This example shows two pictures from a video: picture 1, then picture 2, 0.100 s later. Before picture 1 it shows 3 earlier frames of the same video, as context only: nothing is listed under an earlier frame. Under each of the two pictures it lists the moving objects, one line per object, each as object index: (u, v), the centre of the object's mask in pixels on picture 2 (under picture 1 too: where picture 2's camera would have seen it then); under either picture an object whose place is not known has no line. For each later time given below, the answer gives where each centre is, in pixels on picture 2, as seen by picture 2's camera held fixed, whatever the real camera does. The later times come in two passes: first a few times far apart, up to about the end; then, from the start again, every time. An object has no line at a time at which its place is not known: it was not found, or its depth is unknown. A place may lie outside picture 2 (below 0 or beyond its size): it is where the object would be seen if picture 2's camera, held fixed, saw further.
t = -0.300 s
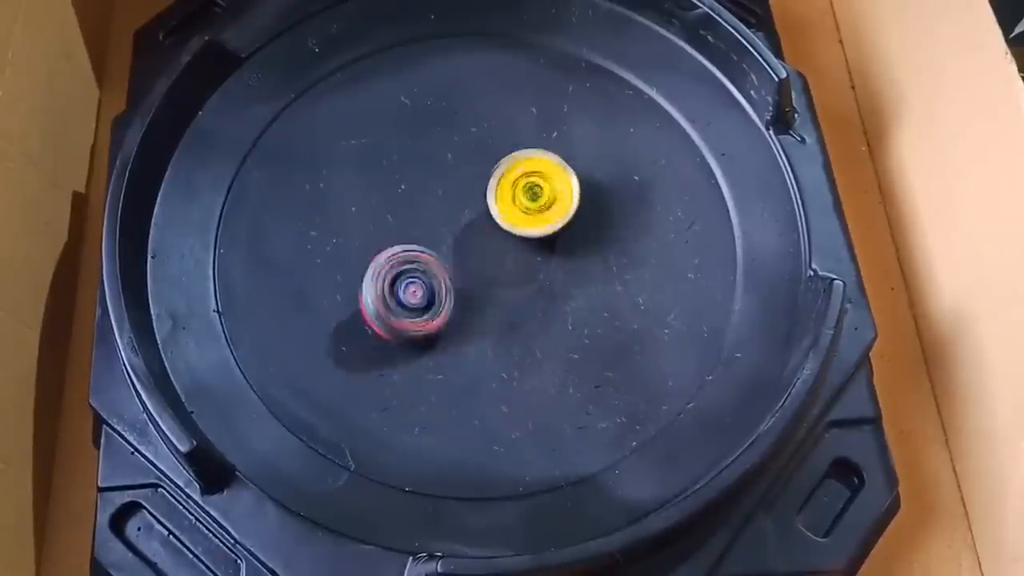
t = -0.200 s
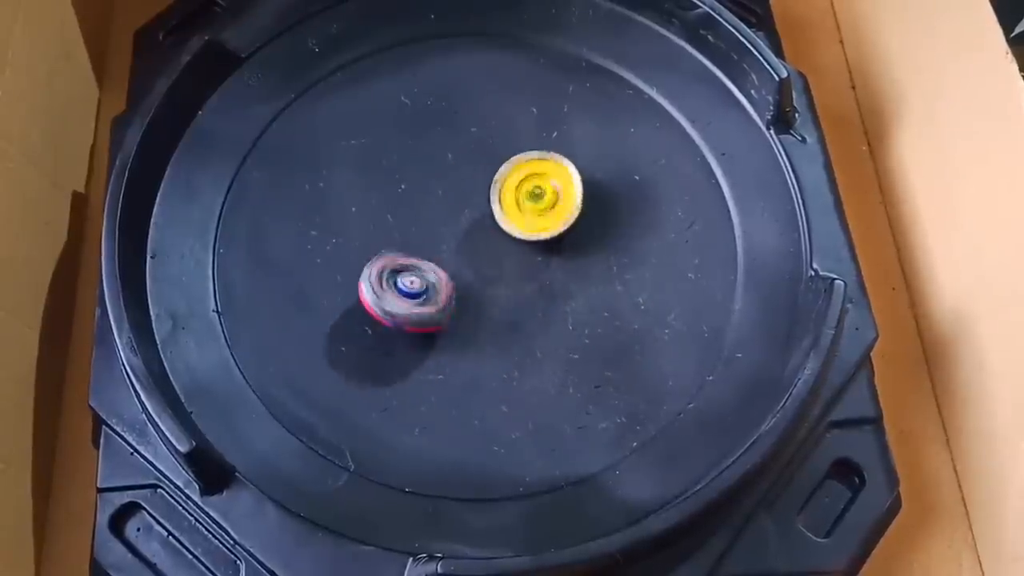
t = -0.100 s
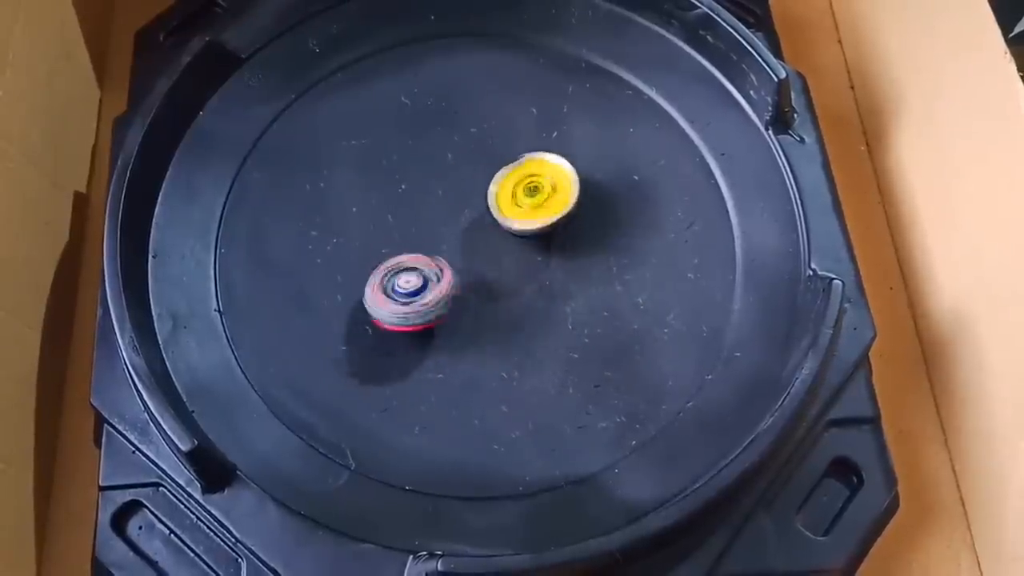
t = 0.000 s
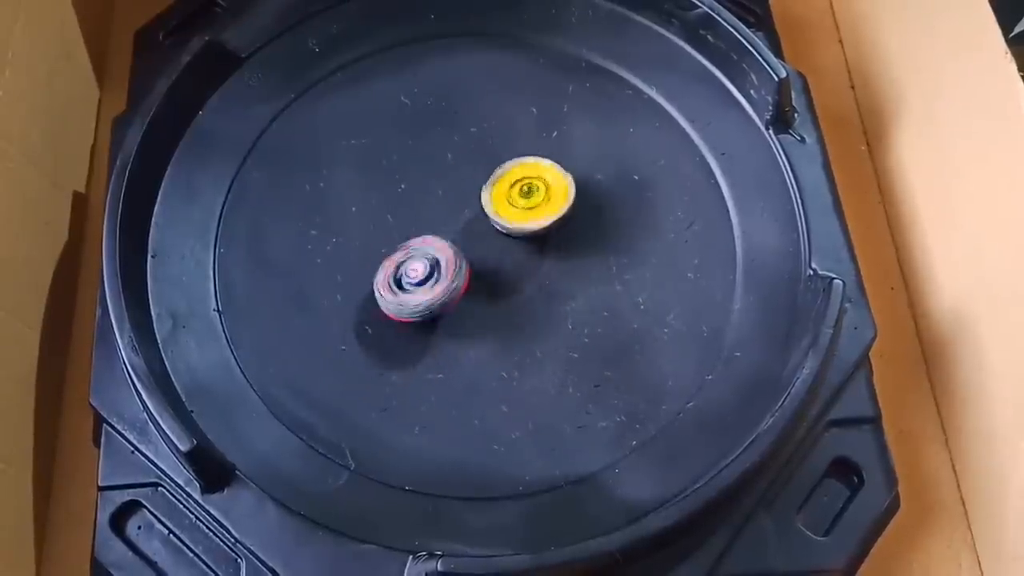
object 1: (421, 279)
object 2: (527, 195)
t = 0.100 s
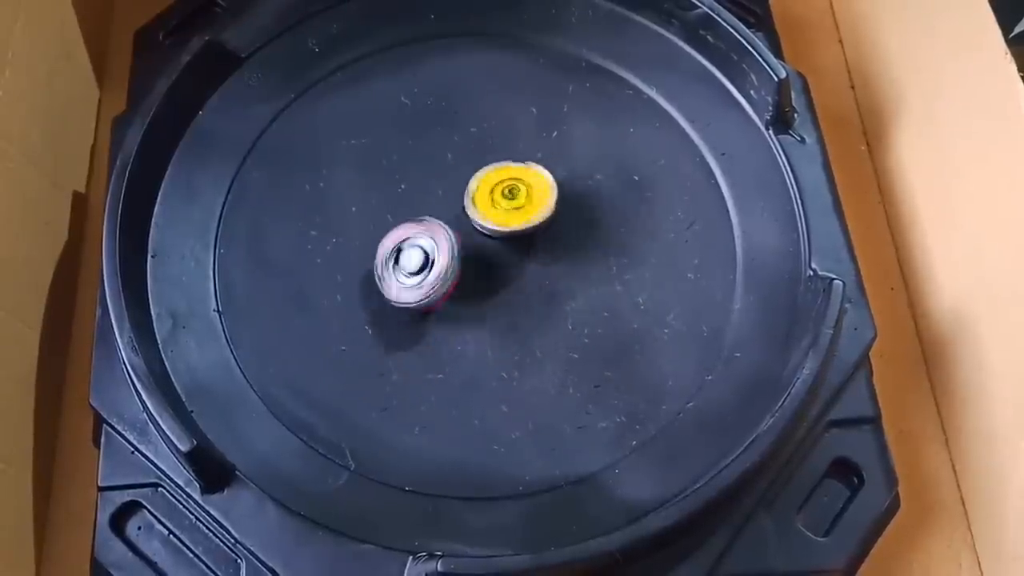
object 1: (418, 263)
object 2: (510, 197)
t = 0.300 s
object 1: (392, 246)
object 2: (473, 189)
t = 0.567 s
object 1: (372, 263)
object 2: (466, 182)
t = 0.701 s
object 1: (397, 271)
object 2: (465, 187)
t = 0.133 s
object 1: (415, 258)
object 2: (504, 196)
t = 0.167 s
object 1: (413, 253)
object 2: (496, 197)
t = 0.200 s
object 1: (409, 248)
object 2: (488, 195)
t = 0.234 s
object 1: (405, 246)
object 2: (482, 192)
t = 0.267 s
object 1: (401, 244)
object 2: (476, 191)
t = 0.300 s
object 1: (392, 246)
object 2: (473, 189)
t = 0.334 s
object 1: (383, 247)
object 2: (471, 185)
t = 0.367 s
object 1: (376, 248)
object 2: (468, 182)
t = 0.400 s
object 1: (371, 252)
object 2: (468, 180)
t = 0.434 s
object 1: (368, 254)
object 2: (470, 179)
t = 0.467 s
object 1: (367, 255)
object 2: (471, 180)
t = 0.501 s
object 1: (367, 259)
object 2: (470, 182)
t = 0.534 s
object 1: (369, 262)
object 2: (467, 182)
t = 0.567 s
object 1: (372, 263)
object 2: (466, 182)
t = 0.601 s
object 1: (375, 266)
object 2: (466, 182)
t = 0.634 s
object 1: (381, 268)
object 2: (466, 182)
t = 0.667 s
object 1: (387, 269)
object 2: (466, 184)
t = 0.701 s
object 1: (397, 271)
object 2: (465, 187)
